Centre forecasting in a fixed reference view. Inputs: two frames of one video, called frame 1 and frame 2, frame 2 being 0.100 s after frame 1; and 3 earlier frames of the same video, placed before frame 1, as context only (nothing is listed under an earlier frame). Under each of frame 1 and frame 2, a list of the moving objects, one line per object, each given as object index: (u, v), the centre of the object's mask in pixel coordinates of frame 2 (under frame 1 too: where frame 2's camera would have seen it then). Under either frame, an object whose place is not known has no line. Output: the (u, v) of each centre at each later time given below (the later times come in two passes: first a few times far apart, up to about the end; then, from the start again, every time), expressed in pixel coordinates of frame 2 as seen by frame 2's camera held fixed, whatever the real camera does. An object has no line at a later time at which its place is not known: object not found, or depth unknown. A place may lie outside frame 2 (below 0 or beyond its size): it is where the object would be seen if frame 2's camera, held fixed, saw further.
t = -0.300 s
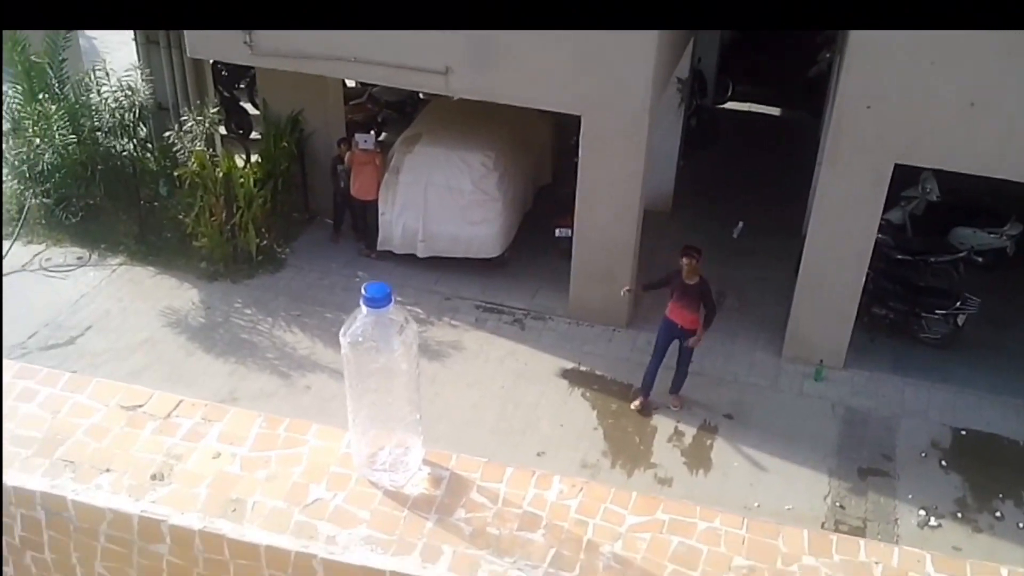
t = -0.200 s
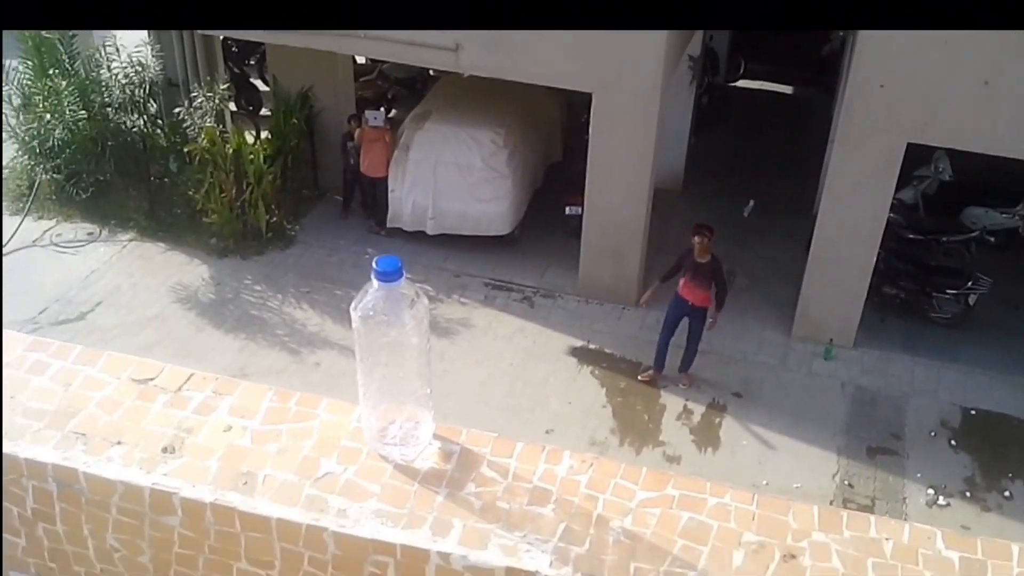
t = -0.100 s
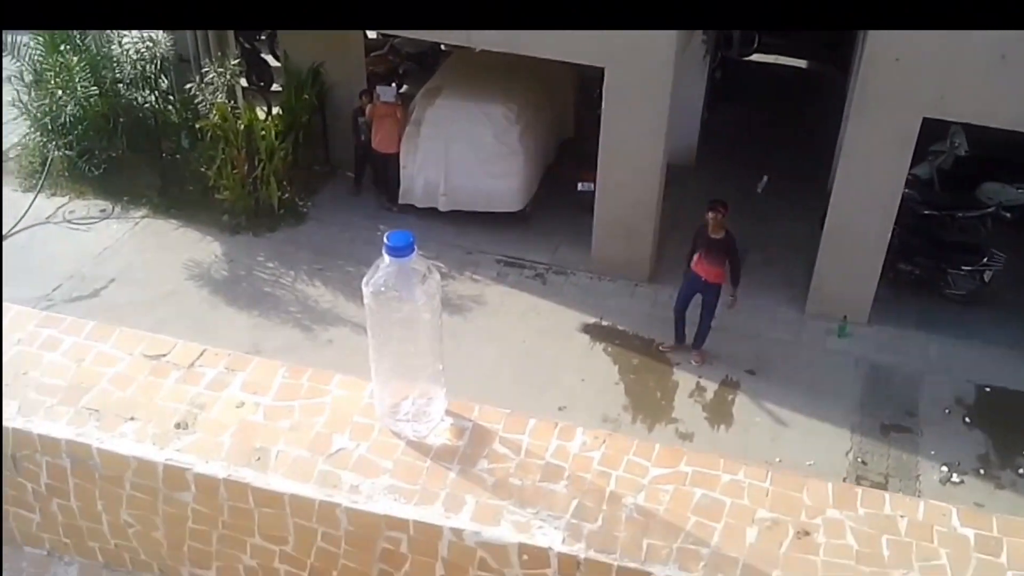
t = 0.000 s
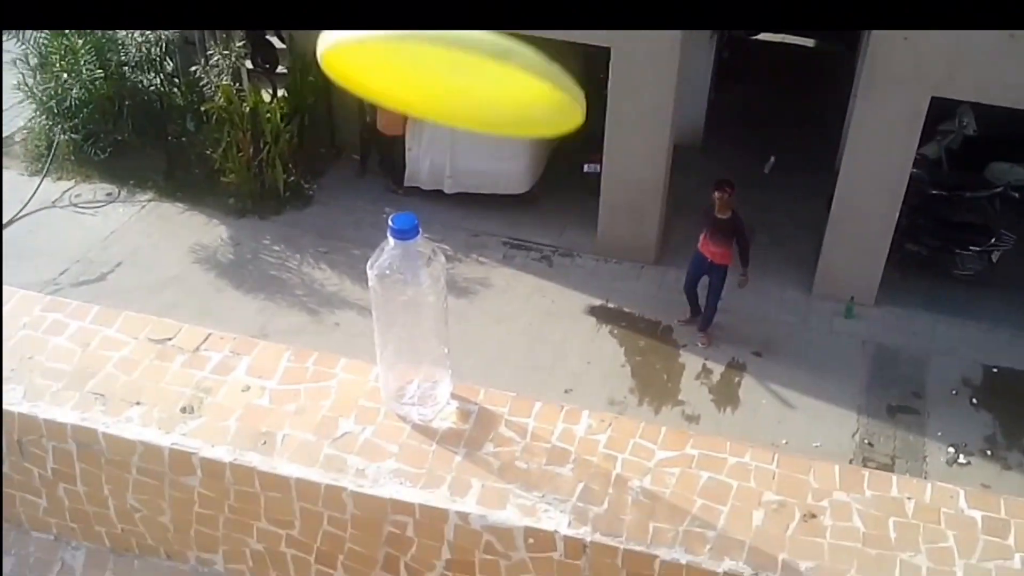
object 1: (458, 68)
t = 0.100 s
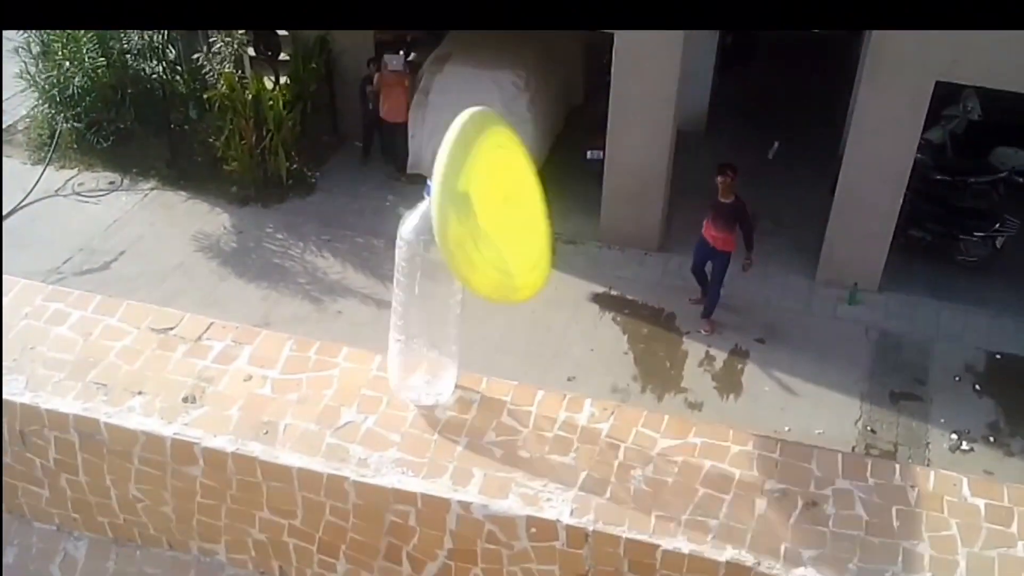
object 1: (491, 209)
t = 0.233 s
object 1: (576, 135)
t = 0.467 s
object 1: (719, 274)
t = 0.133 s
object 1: (512, 175)
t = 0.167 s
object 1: (531, 153)
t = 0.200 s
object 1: (551, 132)
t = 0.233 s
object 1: (576, 135)
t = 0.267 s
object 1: (597, 126)
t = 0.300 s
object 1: (621, 143)
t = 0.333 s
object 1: (640, 149)
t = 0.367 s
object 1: (663, 178)
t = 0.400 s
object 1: (681, 203)
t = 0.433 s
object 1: (702, 240)
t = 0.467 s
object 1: (719, 274)
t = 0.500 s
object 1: (739, 315)
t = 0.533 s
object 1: (755, 355)
